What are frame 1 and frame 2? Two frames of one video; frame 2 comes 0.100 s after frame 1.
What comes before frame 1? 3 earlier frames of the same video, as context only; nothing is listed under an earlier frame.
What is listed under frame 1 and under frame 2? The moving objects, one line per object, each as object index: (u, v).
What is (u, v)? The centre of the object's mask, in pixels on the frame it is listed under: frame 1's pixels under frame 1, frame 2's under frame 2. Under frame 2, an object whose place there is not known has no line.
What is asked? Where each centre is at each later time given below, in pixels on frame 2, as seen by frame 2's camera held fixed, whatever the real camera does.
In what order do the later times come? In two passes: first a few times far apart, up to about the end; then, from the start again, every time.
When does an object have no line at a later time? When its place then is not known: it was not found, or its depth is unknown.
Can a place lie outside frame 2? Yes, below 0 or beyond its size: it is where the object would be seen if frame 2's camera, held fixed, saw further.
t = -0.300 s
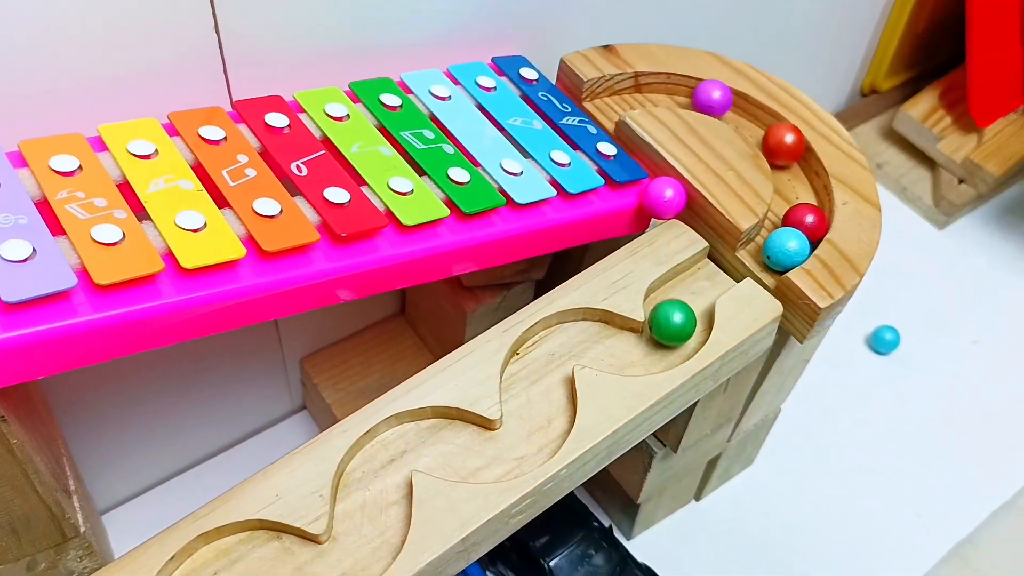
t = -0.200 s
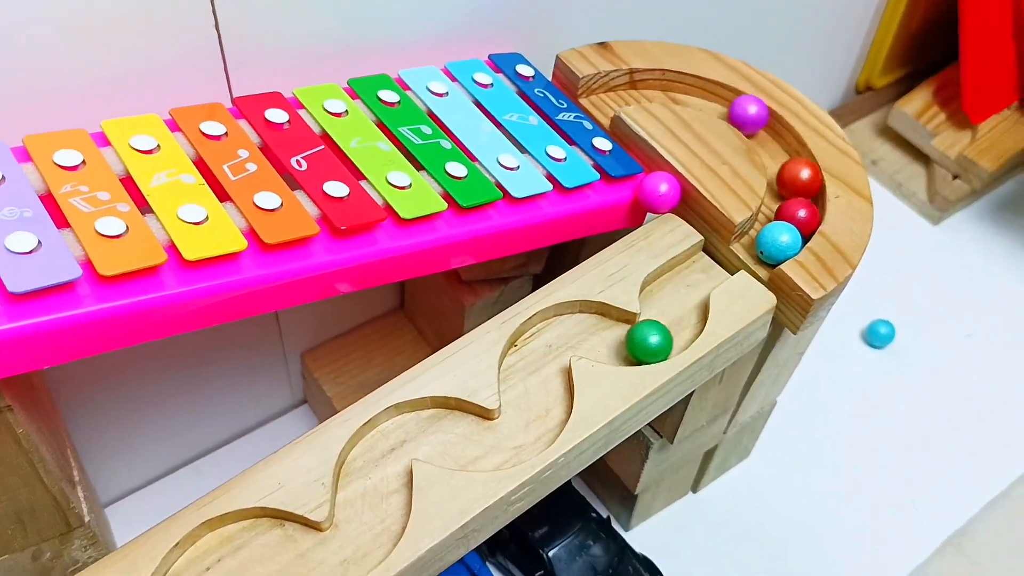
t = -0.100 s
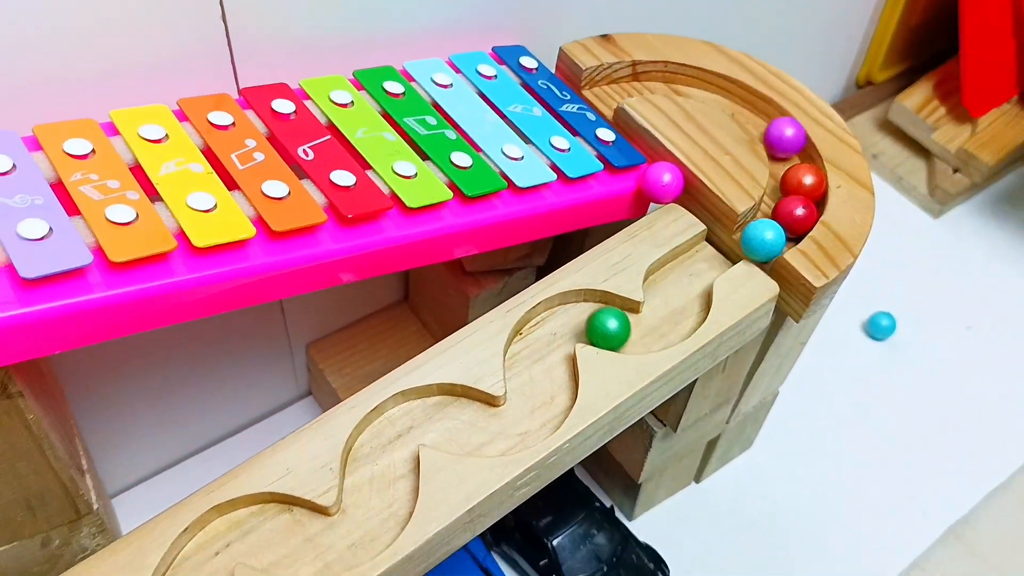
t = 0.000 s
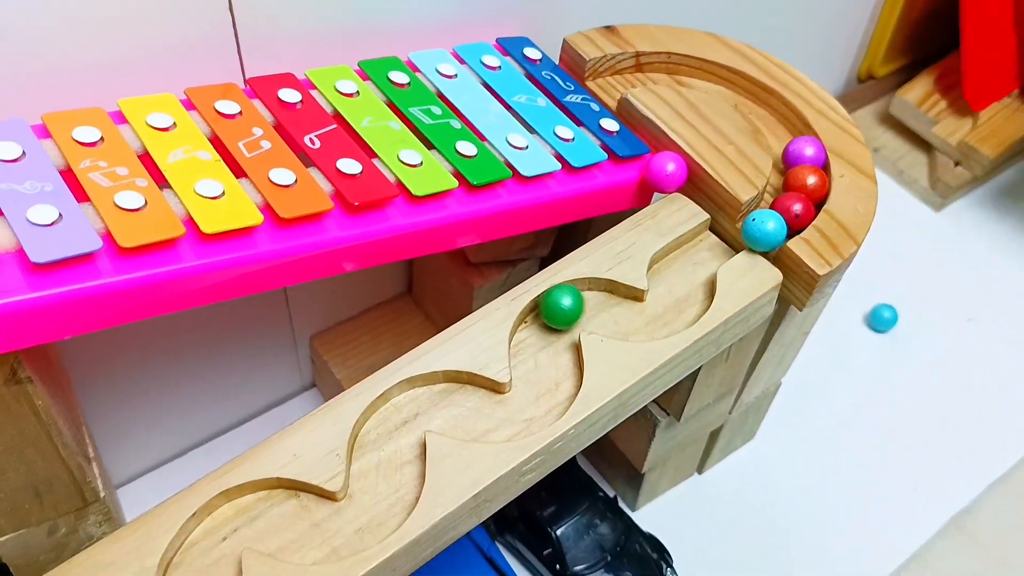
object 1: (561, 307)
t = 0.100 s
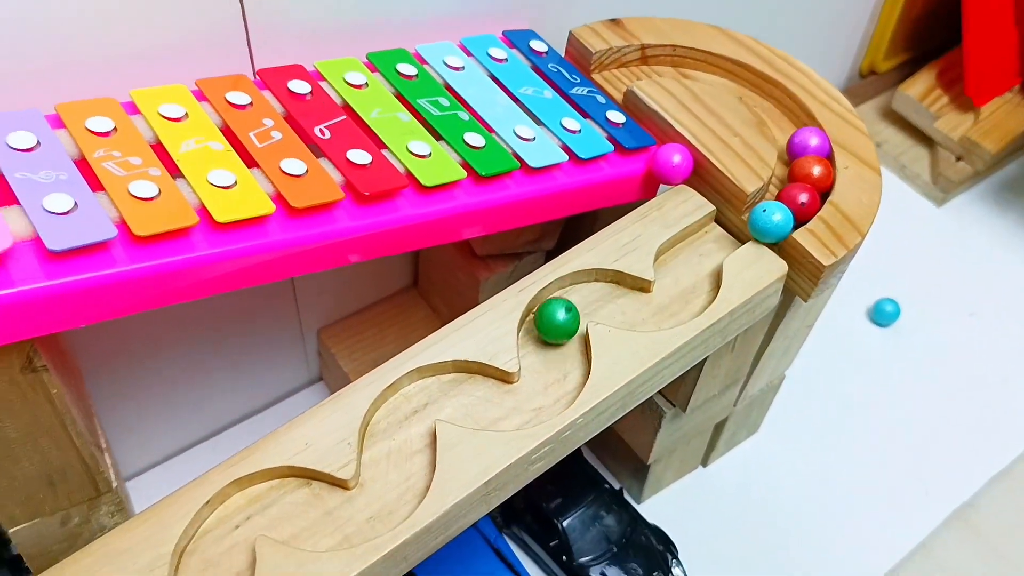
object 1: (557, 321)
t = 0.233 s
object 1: (545, 362)
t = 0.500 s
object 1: (459, 399)
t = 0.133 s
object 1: (550, 330)
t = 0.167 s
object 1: (542, 341)
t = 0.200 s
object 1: (545, 351)
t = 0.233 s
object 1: (545, 362)
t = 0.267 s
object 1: (544, 374)
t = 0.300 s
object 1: (540, 386)
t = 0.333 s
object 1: (533, 399)
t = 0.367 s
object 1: (520, 402)
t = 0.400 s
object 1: (505, 406)
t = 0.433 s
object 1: (490, 406)
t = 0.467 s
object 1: (474, 404)
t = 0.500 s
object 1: (459, 399)
